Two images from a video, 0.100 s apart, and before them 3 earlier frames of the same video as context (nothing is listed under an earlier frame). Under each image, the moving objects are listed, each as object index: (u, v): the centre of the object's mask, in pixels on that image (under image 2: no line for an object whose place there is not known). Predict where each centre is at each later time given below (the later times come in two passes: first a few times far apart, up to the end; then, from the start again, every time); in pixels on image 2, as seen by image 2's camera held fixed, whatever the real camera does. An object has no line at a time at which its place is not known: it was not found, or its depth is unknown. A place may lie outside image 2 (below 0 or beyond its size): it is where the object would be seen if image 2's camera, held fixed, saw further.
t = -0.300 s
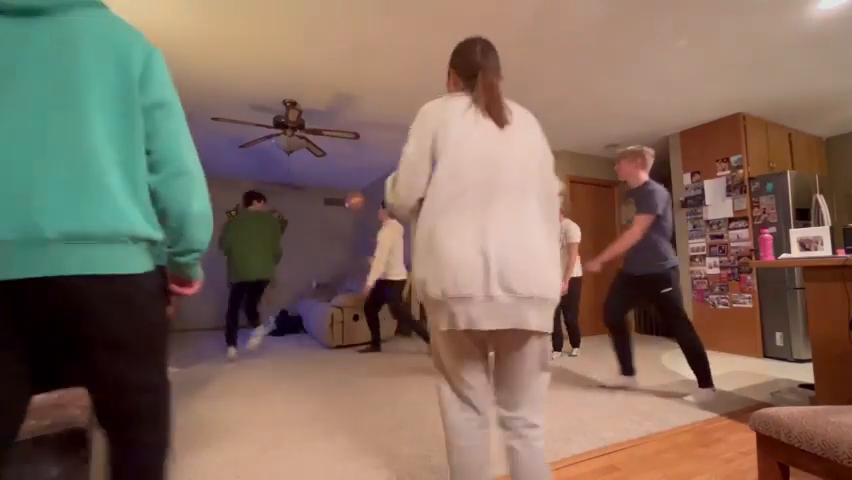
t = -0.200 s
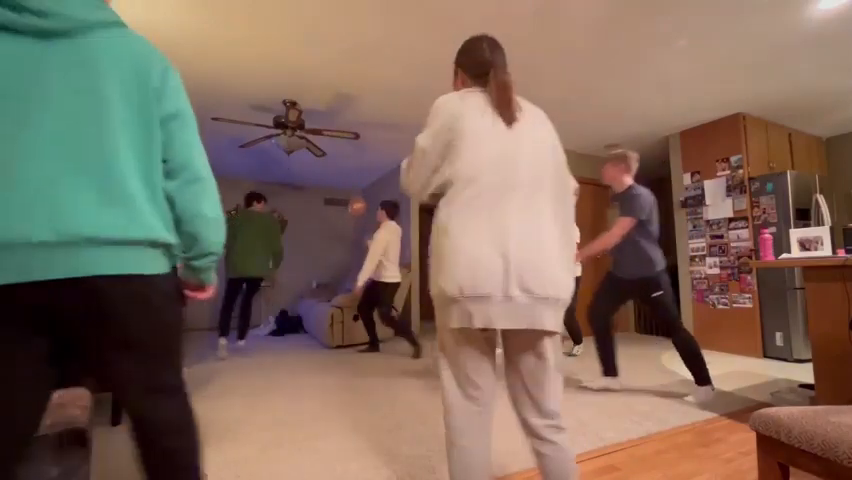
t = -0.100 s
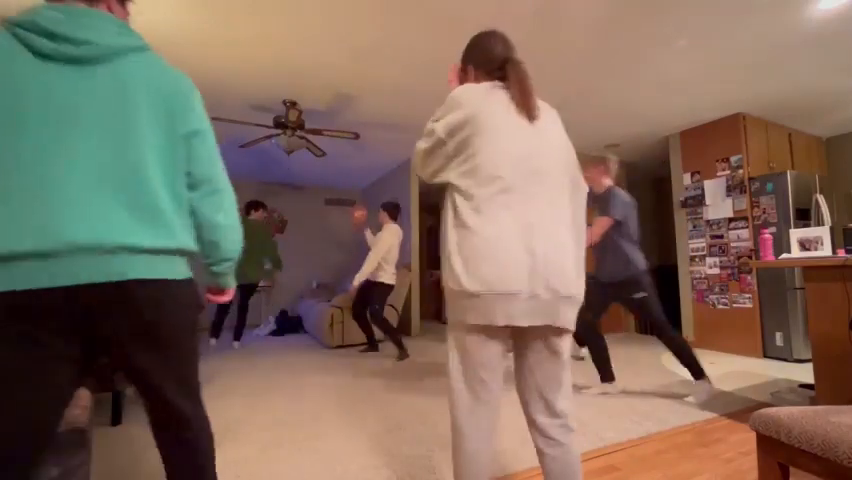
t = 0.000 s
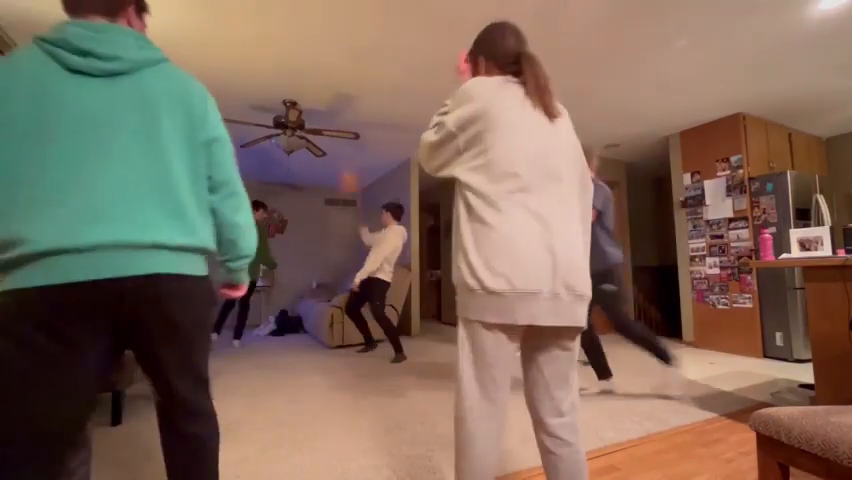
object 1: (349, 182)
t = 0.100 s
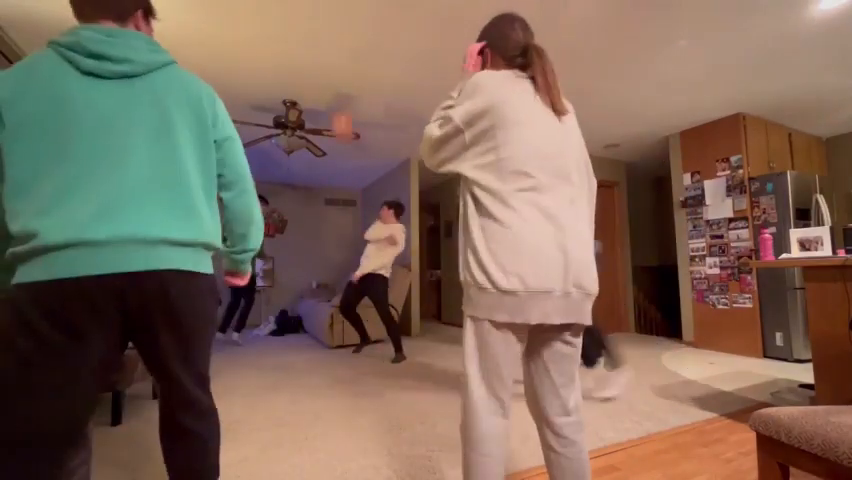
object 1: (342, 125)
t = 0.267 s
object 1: (346, 76)
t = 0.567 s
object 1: (367, 49)
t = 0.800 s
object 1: (385, 61)
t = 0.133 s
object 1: (343, 109)
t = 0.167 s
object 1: (343, 98)
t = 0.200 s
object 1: (344, 90)
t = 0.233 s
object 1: (346, 82)
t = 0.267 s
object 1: (346, 76)
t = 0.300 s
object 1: (349, 70)
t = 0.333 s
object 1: (350, 66)
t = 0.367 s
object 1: (351, 62)
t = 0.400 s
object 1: (353, 59)
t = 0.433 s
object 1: (356, 55)
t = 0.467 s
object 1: (358, 53)
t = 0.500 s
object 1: (361, 51)
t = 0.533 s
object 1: (364, 50)
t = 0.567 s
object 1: (367, 49)
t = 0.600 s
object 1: (370, 49)
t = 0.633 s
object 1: (372, 50)
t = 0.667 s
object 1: (375, 51)
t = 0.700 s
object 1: (378, 52)
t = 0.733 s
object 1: (380, 55)
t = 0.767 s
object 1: (382, 57)
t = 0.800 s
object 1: (385, 61)
